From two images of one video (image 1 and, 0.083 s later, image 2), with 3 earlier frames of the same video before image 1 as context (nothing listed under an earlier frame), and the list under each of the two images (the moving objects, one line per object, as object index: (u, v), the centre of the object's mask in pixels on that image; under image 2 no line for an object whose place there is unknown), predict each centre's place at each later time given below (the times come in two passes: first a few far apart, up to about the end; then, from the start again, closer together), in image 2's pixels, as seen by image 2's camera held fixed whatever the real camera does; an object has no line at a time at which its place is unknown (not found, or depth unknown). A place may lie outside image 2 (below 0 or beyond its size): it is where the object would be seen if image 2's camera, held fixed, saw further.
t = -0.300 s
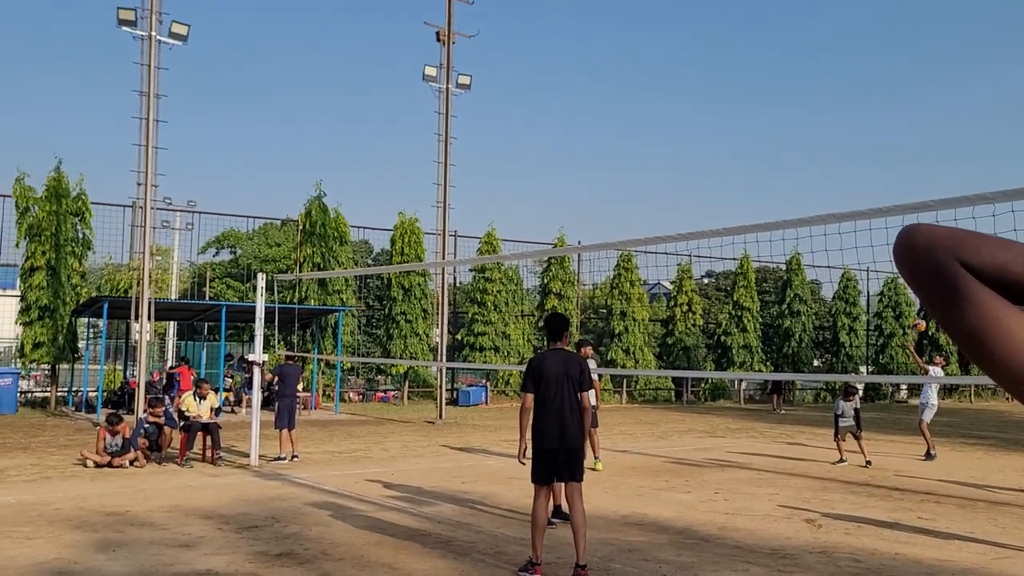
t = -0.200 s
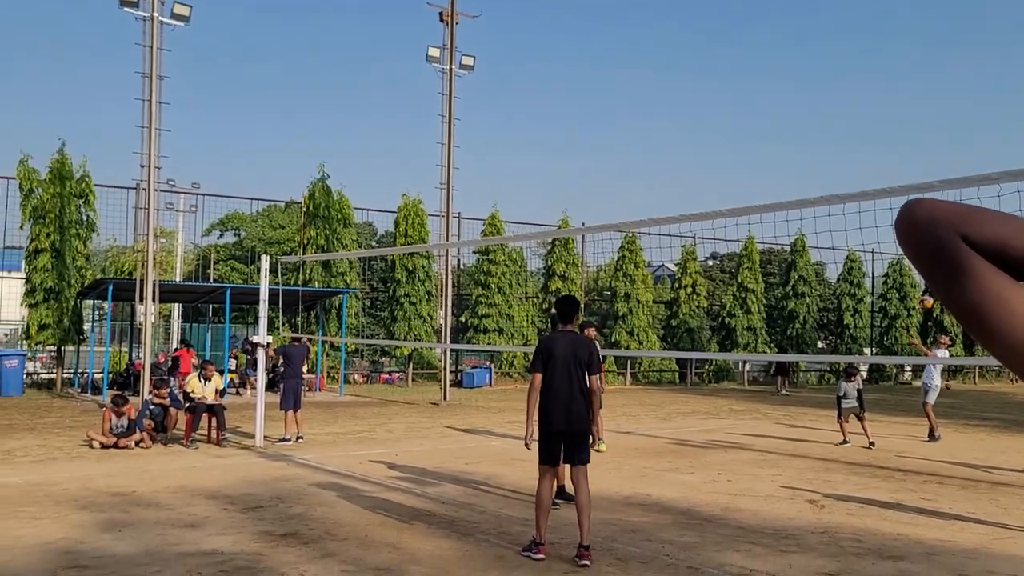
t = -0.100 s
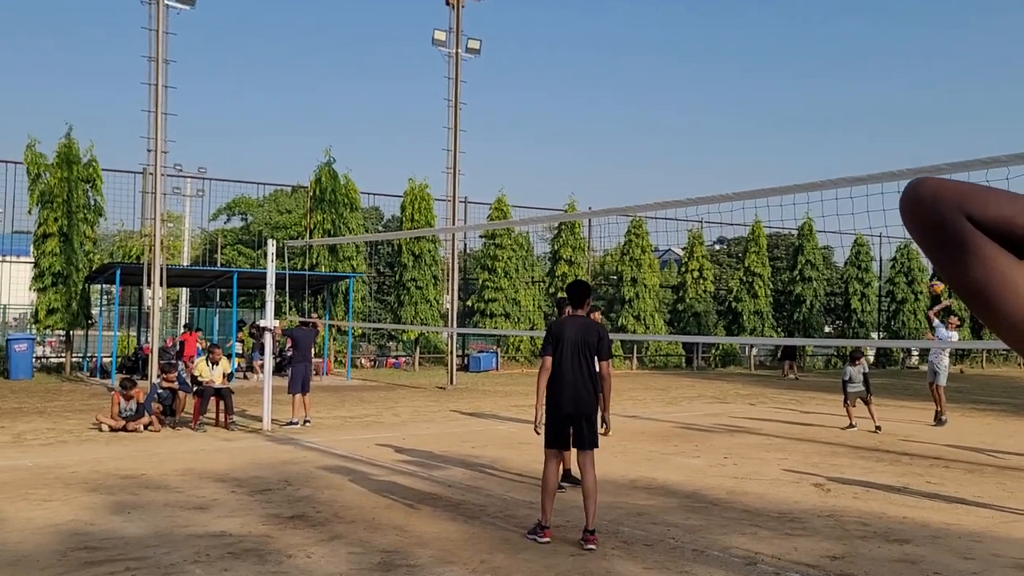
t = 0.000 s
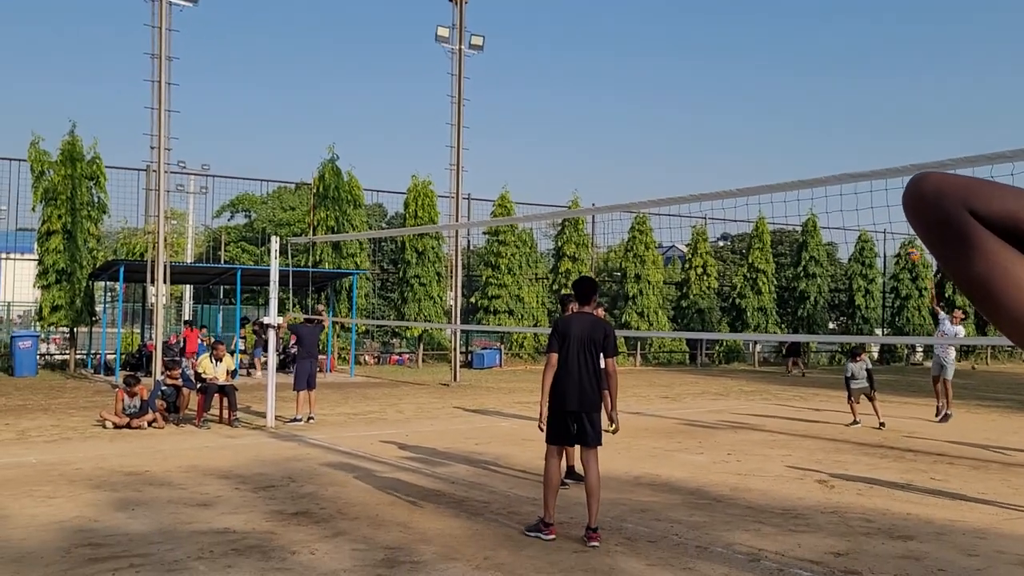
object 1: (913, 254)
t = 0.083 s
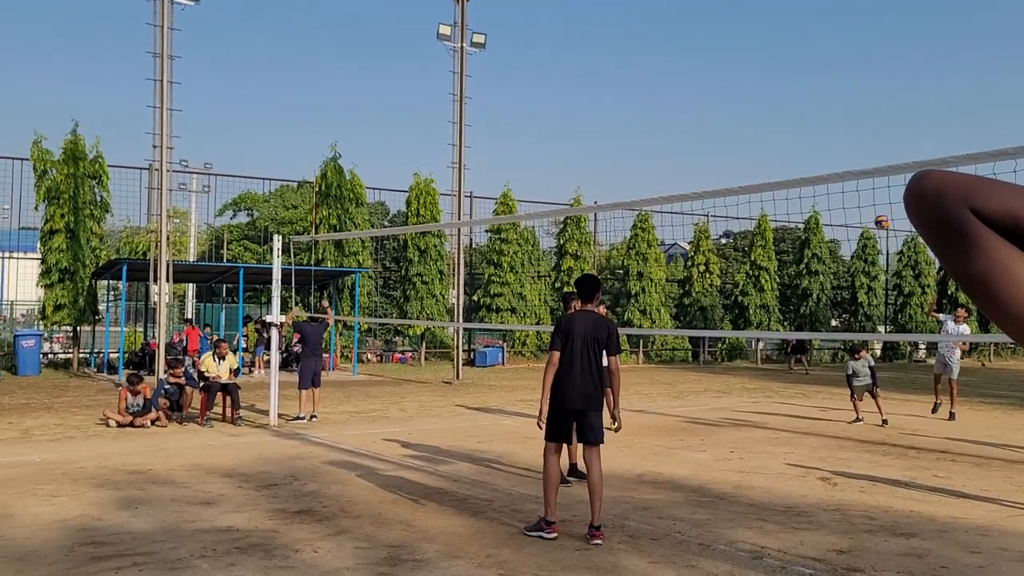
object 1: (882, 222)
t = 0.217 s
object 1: (827, 185)
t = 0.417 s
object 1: (741, 136)
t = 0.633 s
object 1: (639, 120)
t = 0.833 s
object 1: (530, 139)
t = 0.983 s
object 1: (438, 180)
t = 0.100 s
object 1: (875, 216)
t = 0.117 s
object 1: (868, 211)
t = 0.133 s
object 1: (861, 205)
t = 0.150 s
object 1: (855, 200)
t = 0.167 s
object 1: (848, 195)
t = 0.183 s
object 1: (841, 189)
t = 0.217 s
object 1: (827, 185)
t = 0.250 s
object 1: (813, 169)
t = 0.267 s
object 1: (806, 167)
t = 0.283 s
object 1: (799, 163)
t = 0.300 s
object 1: (792, 159)
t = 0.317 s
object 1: (785, 155)
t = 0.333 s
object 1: (778, 152)
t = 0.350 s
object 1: (771, 148)
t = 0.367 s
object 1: (763, 145)
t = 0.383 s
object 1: (756, 142)
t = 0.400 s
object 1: (749, 139)
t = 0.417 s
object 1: (741, 136)
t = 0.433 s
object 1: (734, 134)
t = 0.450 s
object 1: (726, 131)
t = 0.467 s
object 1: (719, 129)
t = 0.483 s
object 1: (711, 127)
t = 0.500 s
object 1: (703, 126)
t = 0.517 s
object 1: (696, 124)
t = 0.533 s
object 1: (688, 123)
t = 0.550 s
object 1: (680, 122)
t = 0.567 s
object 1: (672, 121)
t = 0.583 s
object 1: (664, 120)
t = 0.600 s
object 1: (655, 120)
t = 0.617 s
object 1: (647, 120)
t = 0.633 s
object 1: (639, 120)
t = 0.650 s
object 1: (630, 120)
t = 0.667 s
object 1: (621, 120)
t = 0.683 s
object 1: (612, 121)
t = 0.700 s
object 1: (604, 122)
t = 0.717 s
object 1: (595, 123)
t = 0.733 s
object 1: (586, 125)
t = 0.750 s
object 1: (577, 126)
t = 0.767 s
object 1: (568, 128)
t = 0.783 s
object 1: (559, 131)
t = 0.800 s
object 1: (549, 133)
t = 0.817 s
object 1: (539, 136)
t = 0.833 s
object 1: (530, 139)
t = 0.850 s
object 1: (520, 142)
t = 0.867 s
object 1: (510, 146)
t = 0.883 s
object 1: (501, 150)
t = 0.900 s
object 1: (490, 154)
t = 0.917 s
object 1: (480, 159)
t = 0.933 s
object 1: (470, 164)
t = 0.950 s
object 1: (459, 169)
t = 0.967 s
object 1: (448, 175)
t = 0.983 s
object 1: (438, 180)
